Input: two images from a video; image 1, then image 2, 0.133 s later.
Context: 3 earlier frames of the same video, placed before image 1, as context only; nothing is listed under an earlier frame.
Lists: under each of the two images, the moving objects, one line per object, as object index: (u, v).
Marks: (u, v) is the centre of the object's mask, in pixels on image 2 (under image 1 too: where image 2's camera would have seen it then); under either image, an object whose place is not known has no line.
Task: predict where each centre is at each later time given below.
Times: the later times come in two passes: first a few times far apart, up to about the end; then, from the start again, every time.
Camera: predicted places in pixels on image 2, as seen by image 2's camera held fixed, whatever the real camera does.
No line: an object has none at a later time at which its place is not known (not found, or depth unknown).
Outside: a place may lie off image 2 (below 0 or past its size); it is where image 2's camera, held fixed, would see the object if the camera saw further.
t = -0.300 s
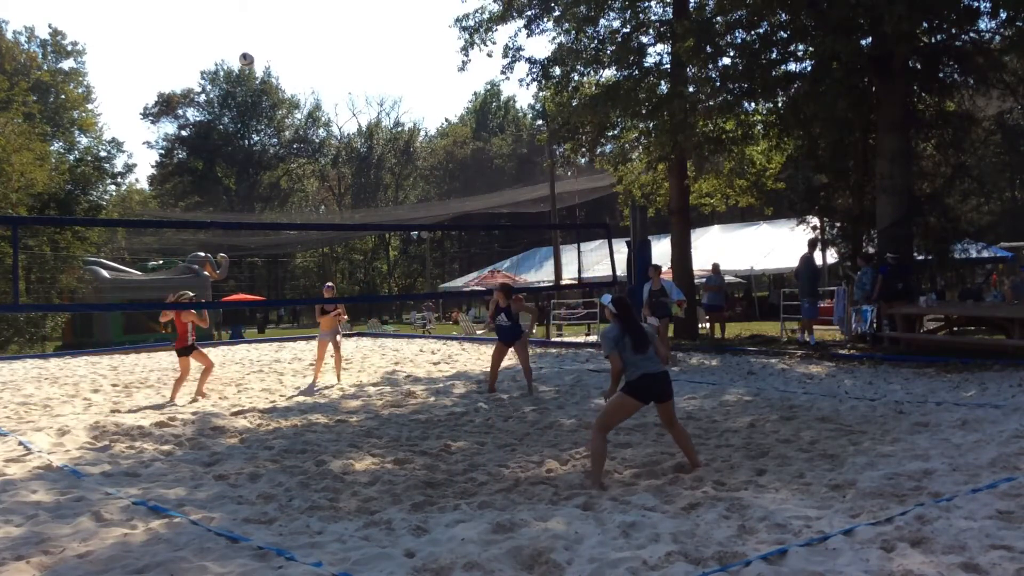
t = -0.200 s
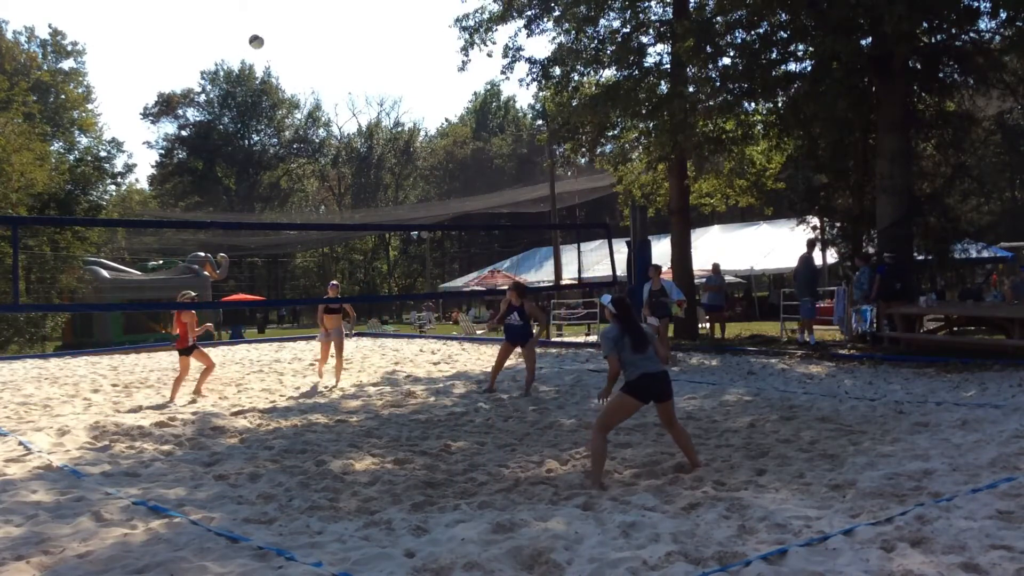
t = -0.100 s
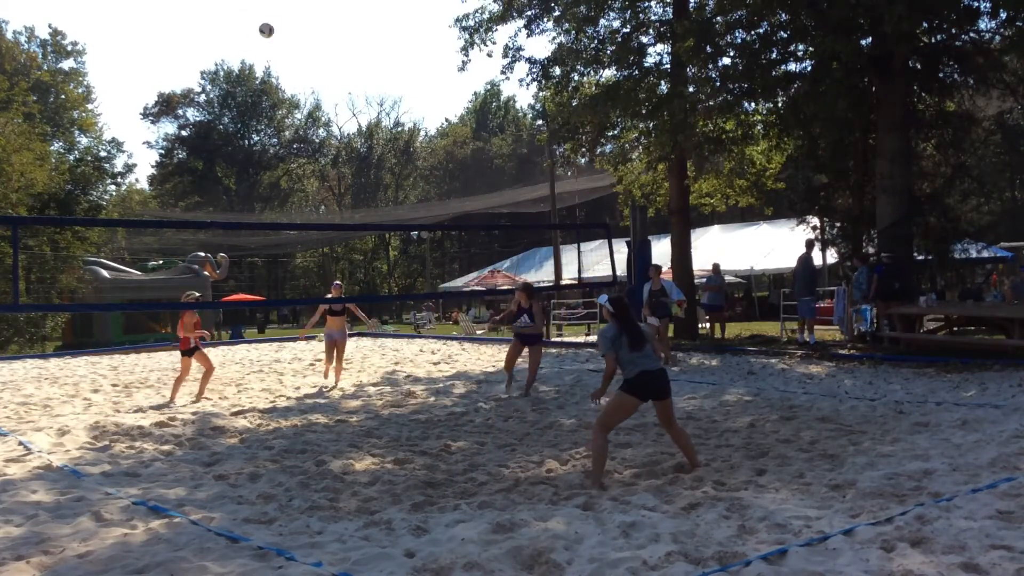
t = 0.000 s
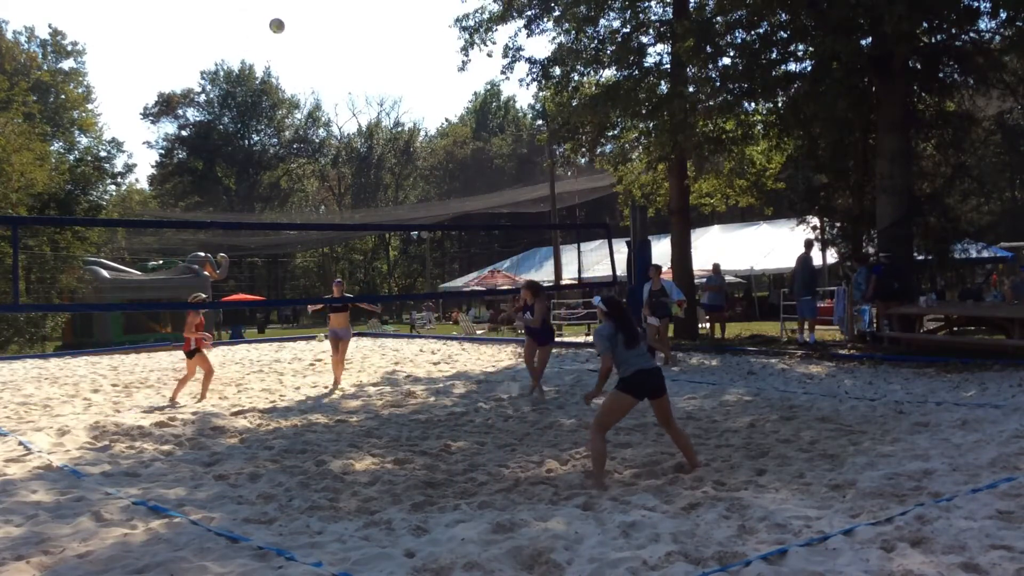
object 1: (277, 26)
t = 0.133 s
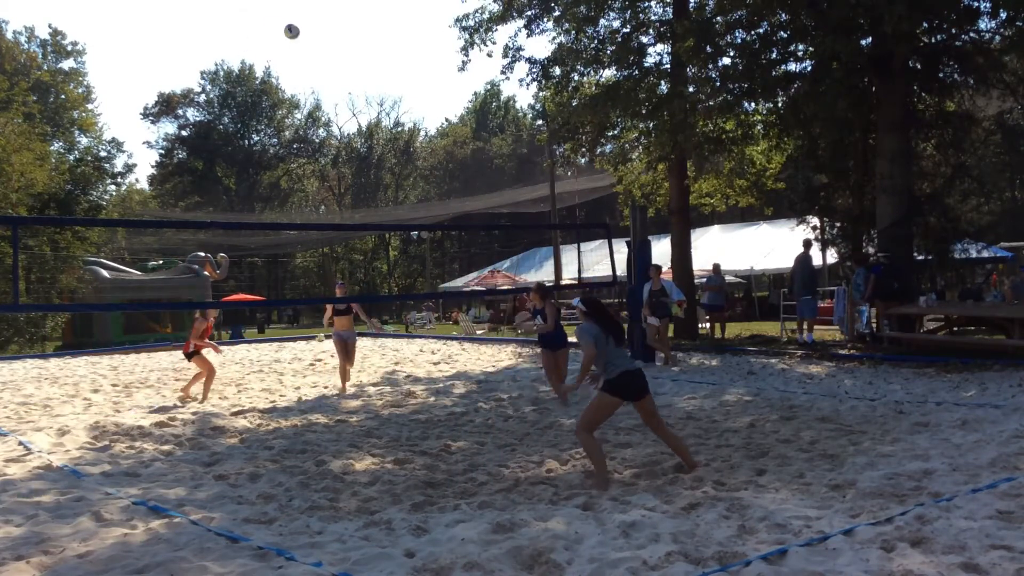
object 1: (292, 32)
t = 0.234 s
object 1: (303, 45)
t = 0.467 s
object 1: (329, 103)
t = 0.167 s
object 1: (295, 35)
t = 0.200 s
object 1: (299, 40)
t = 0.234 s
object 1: (303, 45)
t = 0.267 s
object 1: (306, 50)
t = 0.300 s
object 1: (310, 57)
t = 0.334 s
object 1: (314, 65)
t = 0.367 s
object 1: (318, 73)
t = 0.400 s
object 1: (321, 82)
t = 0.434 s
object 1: (325, 92)
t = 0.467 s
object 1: (329, 103)
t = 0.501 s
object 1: (333, 114)
